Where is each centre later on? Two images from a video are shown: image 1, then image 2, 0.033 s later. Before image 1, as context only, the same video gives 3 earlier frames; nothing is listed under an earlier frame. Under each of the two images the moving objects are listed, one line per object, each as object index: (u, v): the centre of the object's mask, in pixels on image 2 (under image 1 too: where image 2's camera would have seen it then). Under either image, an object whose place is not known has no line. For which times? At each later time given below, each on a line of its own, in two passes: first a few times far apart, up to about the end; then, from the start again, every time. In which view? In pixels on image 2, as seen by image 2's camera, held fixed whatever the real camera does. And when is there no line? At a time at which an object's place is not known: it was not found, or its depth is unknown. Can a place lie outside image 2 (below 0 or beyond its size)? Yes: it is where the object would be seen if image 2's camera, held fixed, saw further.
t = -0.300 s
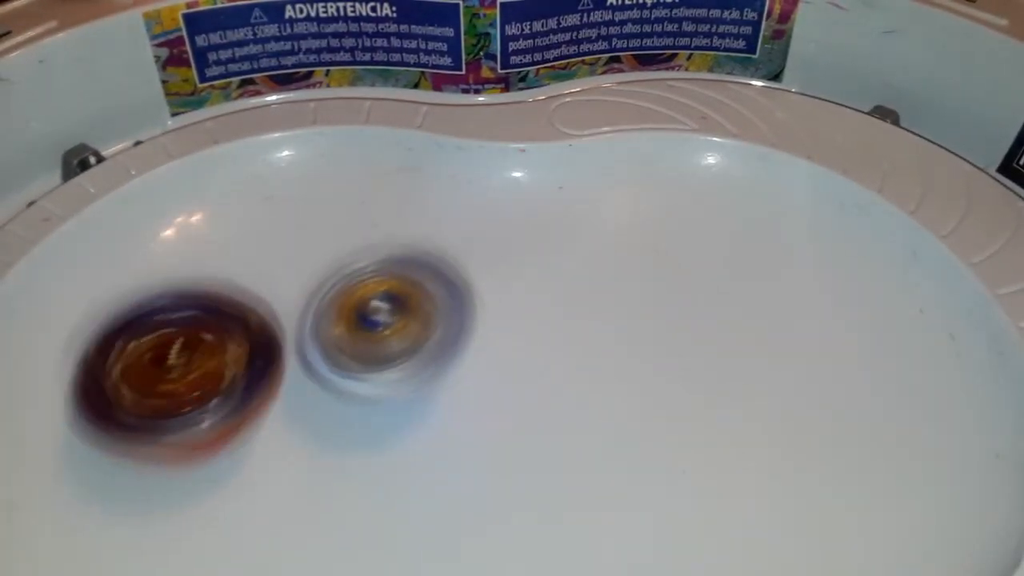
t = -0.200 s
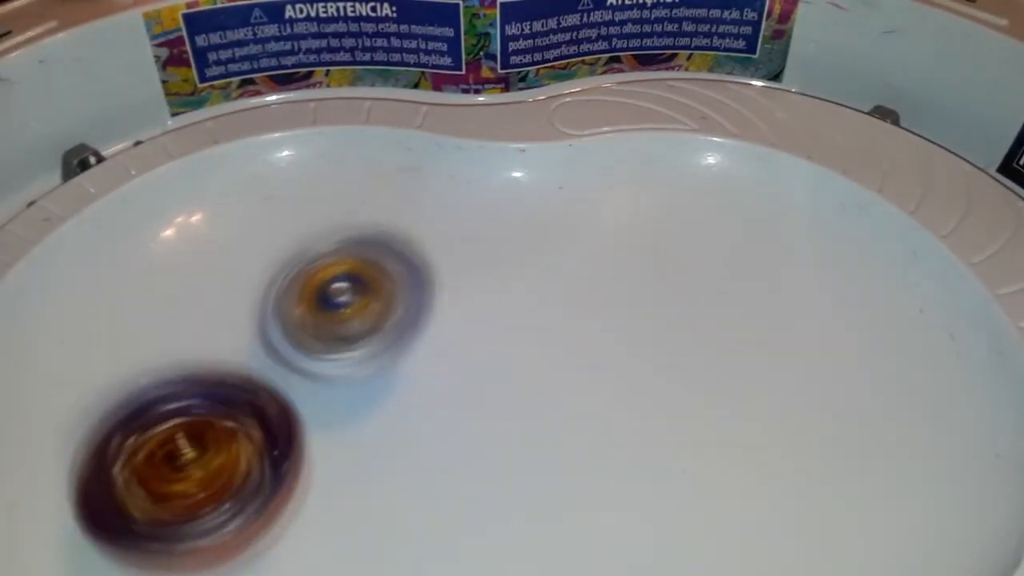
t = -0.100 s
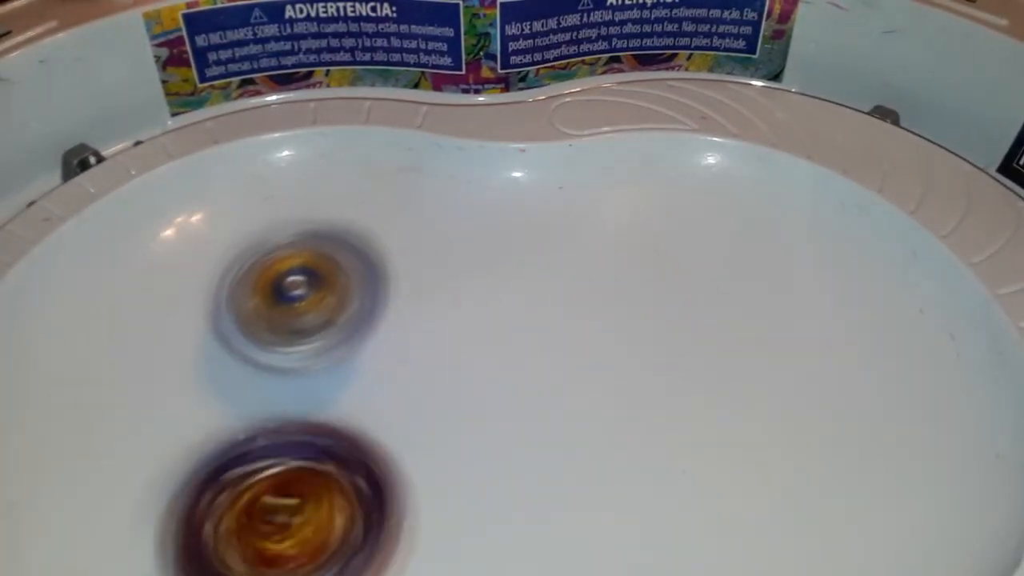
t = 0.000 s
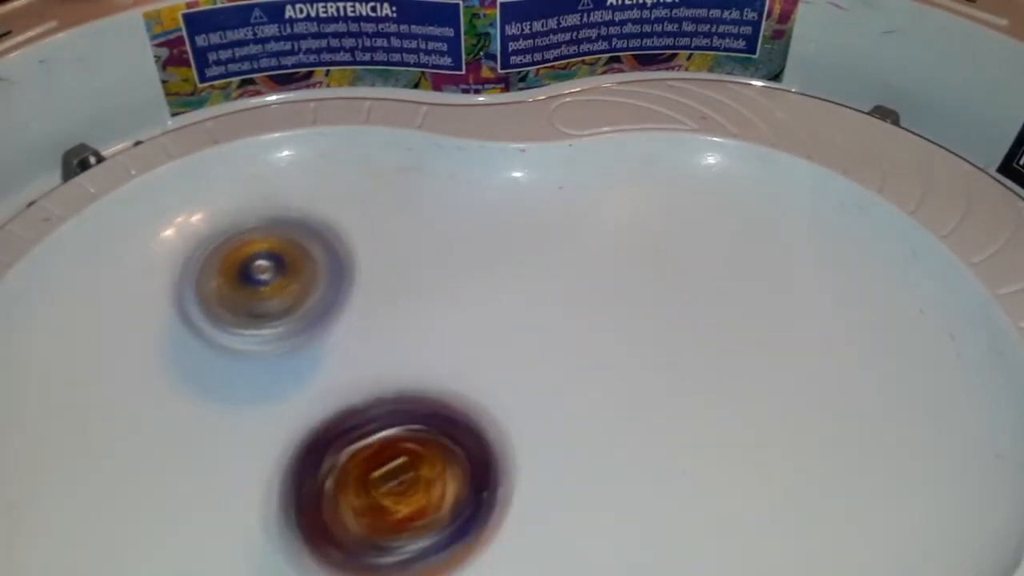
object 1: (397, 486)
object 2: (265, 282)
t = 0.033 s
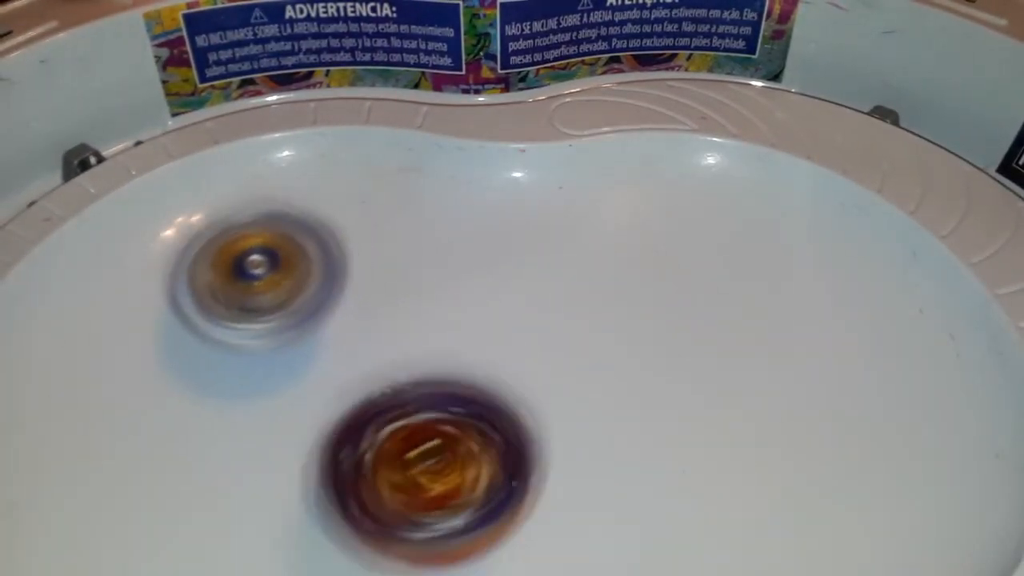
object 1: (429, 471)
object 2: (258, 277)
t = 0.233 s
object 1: (557, 376)
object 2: (260, 283)
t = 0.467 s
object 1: (530, 290)
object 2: (277, 398)
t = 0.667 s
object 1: (420, 284)
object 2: (246, 497)
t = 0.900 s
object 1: (291, 337)
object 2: (240, 508)
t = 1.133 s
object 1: (263, 365)
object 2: (255, 535)
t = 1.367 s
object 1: (246, 242)
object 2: (318, 541)
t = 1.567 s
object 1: (255, 271)
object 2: (405, 431)
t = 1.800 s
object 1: (303, 321)
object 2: (724, 238)
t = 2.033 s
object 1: (388, 370)
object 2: (910, 371)
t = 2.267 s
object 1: (384, 417)
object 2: (625, 426)
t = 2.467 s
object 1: (222, 414)
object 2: (517, 388)
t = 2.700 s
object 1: (142, 446)
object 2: (405, 348)
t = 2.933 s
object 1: (189, 476)
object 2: (396, 283)
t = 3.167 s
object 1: (317, 401)
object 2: (481, 243)
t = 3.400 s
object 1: (248, 337)
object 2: (640, 295)
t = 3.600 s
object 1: (192, 376)
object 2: (770, 352)
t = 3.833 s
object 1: (302, 408)
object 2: (820, 423)
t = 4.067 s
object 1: (428, 354)
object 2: (705, 404)
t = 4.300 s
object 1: (360, 316)
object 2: (695, 342)
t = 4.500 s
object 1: (217, 325)
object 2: (729, 298)
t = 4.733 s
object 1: (187, 426)
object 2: (746, 294)
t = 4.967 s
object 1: (356, 432)
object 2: (704, 340)
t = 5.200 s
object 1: (406, 372)
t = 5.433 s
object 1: (241, 317)
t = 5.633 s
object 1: (159, 341)
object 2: (776, 354)
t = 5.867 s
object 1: (272, 400)
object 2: (671, 285)
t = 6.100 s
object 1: (444, 382)
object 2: (605, 283)
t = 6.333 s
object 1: (466, 412)
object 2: (678, 298)
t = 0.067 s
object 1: (462, 454)
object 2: (254, 273)
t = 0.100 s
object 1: (491, 439)
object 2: (252, 269)
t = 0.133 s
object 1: (514, 422)
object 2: (252, 268)
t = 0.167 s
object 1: (533, 407)
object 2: (254, 270)
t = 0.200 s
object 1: (547, 391)
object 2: (257, 275)
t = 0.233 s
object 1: (557, 376)
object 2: (260, 283)
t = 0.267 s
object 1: (563, 360)
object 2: (265, 293)
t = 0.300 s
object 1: (565, 345)
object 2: (270, 307)
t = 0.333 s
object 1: (563, 332)
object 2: (274, 320)
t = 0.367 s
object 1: (558, 319)
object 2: (276, 339)
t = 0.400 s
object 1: (552, 307)
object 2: (278, 357)
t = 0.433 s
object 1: (542, 298)
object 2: (277, 377)
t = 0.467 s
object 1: (530, 290)
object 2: (277, 398)
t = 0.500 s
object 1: (515, 284)
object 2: (274, 418)
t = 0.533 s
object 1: (498, 279)
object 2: (271, 437)
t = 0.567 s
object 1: (480, 277)
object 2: (267, 456)
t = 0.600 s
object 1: (460, 277)
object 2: (259, 474)
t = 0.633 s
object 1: (440, 280)
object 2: (253, 490)
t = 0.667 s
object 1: (420, 284)
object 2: (246, 497)
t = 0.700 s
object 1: (400, 289)
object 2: (240, 504)
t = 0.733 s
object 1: (380, 295)
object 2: (234, 507)
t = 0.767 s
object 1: (360, 301)
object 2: (230, 510)
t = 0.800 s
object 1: (339, 309)
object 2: (229, 510)
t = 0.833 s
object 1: (321, 320)
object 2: (231, 507)
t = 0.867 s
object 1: (304, 331)
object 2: (238, 503)
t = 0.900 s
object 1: (291, 337)
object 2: (240, 508)
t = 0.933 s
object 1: (285, 335)
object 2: (242, 519)
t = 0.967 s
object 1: (277, 338)
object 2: (242, 526)
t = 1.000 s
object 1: (268, 345)
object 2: (241, 530)
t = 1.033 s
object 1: (261, 353)
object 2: (241, 531)
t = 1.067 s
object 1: (258, 364)
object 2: (244, 531)
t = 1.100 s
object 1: (258, 375)
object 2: (247, 530)
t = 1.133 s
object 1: (263, 365)
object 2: (255, 535)
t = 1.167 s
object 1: (264, 339)
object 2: (268, 543)
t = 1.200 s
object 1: (265, 313)
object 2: (277, 551)
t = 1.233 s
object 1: (263, 292)
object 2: (288, 554)
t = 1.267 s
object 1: (260, 276)
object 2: (292, 554)
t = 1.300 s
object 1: (255, 261)
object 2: (302, 552)
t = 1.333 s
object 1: (251, 249)
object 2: (310, 547)
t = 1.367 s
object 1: (246, 242)
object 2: (318, 541)
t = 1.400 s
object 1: (241, 238)
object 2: (328, 533)
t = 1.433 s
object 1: (236, 237)
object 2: (339, 520)
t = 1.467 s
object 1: (235, 240)
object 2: (353, 507)
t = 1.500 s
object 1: (237, 247)
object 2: (368, 492)
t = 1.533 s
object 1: (244, 258)
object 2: (388, 464)
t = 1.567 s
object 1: (255, 271)
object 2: (405, 431)
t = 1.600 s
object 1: (271, 281)
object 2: (429, 393)
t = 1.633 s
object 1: (287, 292)
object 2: (454, 358)
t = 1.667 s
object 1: (283, 294)
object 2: (509, 331)
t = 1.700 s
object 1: (282, 297)
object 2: (567, 309)
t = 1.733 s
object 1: (286, 302)
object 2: (622, 284)
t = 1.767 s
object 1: (292, 312)
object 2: (673, 263)
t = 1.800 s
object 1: (303, 321)
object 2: (724, 238)
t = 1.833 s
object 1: (314, 329)
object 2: (781, 216)
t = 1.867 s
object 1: (326, 337)
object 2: (840, 199)
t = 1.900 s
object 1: (339, 343)
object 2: (881, 197)
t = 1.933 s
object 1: (348, 347)
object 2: (917, 218)
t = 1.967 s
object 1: (361, 355)
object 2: (931, 258)
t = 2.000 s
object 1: (375, 361)
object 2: (934, 315)
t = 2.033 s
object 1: (388, 370)
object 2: (910, 371)
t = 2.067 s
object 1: (405, 380)
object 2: (872, 410)
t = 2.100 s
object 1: (420, 388)
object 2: (816, 433)
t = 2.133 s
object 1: (432, 397)
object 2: (758, 444)
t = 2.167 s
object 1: (450, 405)
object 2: (681, 438)
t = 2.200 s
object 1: (439, 412)
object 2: (655, 432)
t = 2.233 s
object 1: (411, 418)
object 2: (644, 428)
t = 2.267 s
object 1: (384, 417)
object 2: (625, 426)
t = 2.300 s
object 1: (355, 418)
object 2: (609, 419)
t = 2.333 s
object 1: (330, 417)
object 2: (588, 414)
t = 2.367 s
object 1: (305, 414)
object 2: (570, 409)
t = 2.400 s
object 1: (279, 412)
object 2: (555, 401)
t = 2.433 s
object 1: (251, 413)
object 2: (534, 395)
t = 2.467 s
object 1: (222, 414)
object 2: (517, 388)
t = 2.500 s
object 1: (196, 418)
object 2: (503, 379)
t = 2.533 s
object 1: (174, 420)
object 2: (485, 372)
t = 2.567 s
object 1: (161, 425)
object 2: (469, 365)
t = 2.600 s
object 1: (147, 430)
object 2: (454, 361)
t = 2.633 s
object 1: (137, 436)
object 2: (439, 356)
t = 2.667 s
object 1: (137, 443)
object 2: (422, 351)
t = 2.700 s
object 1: (142, 446)
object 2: (405, 348)
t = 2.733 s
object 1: (156, 448)
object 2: (388, 348)
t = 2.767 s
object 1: (171, 446)
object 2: (375, 348)
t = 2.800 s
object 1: (179, 451)
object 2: (362, 344)
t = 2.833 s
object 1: (178, 458)
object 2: (359, 335)
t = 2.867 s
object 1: (177, 465)
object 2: (370, 316)
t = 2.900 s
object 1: (178, 471)
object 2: (382, 299)
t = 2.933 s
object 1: (189, 476)
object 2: (396, 283)
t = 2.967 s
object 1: (204, 476)
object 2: (407, 269)
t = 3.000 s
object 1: (225, 472)
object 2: (420, 257)
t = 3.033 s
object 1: (242, 461)
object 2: (432, 250)
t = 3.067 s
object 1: (262, 454)
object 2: (446, 244)
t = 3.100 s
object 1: (284, 438)
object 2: (458, 242)
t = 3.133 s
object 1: (302, 420)
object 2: (468, 242)
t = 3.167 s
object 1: (317, 401)
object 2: (481, 243)
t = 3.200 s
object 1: (332, 382)
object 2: (491, 251)
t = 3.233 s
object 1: (344, 361)
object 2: (503, 261)
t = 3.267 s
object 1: (331, 346)
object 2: (526, 267)
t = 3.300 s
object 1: (309, 341)
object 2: (555, 270)
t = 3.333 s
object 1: (291, 338)
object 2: (583, 277)
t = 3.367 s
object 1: (267, 335)
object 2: (612, 285)
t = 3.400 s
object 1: (248, 337)
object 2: (640, 295)
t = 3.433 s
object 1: (232, 339)
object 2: (665, 305)
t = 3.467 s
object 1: (218, 344)
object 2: (685, 313)
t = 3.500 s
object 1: (204, 351)
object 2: (706, 323)
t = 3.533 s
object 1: (197, 360)
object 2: (726, 331)
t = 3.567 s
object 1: (195, 366)
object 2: (750, 341)
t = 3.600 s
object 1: (192, 376)
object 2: (770, 352)
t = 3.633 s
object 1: (198, 385)
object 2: (789, 363)
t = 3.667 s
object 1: (210, 395)
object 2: (804, 375)
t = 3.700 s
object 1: (220, 401)
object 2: (814, 385)
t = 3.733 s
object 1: (238, 407)
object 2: (824, 396)
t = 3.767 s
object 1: (260, 412)
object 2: (827, 406)
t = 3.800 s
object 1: (280, 410)
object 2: (827, 415)
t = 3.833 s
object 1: (302, 408)
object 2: (820, 423)
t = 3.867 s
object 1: (328, 404)
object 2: (808, 430)
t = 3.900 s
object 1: (347, 392)
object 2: (797, 434)
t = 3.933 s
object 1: (367, 384)
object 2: (781, 432)
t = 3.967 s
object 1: (386, 375)
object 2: (765, 427)
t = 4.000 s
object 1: (401, 364)
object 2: (747, 420)
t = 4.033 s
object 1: (415, 360)
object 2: (726, 412)
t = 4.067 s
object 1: (428, 354)
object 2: (705, 404)
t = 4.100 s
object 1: (439, 349)
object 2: (687, 392)
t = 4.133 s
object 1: (447, 346)
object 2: (666, 383)
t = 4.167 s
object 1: (453, 342)
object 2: (657, 371)
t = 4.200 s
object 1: (429, 333)
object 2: (672, 365)
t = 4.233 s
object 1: (404, 329)
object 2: (680, 357)
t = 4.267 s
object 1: (386, 323)
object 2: (689, 350)
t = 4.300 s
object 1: (360, 316)
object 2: (695, 342)
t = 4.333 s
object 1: (333, 310)
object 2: (702, 334)
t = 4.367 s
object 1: (312, 309)
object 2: (707, 326)
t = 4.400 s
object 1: (287, 309)
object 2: (715, 318)
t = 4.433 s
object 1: (261, 311)
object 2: (719, 311)
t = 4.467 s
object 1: (241, 317)
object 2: (725, 304)
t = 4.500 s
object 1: (217, 325)
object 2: (729, 298)
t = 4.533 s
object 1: (199, 335)
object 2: (734, 293)
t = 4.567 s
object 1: (185, 346)
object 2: (738, 290)
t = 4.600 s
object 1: (172, 361)
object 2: (743, 288)
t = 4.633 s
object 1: (168, 379)
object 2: (745, 288)
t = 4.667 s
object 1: (167, 391)
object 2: (747, 288)
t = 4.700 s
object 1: (173, 408)
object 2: (748, 292)
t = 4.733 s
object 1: (187, 426)
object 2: (746, 294)
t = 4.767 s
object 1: (201, 434)
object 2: (743, 301)
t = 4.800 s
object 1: (223, 444)
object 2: (739, 304)
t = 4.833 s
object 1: (251, 450)
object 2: (734, 312)
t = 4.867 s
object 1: (276, 451)
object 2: (727, 317)
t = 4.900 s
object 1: (305, 449)
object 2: (719, 326)
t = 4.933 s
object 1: (331, 440)
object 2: (712, 331)
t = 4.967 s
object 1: (356, 432)
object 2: (704, 340)
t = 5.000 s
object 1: (386, 421)
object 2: (694, 347)
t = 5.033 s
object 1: (408, 408)
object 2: (686, 359)
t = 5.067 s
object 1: (426, 403)
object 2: (674, 369)
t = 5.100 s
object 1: (449, 396)
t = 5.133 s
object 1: (449, 384)
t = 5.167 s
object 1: (430, 381)
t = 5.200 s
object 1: (406, 372)
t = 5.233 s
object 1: (380, 364)
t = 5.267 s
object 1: (360, 354)
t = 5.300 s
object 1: (335, 343)
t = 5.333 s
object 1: (314, 332)
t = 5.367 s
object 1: (286, 323)
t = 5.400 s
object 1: (264, 322)
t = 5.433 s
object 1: (241, 317)
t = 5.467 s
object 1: (217, 316)
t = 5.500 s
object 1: (200, 316)
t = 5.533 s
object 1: (183, 319)
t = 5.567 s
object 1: (171, 326)
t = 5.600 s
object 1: (163, 332)
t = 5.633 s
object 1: (159, 341)
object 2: (776, 354)
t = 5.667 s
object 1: (164, 353)
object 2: (762, 346)
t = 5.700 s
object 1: (170, 362)
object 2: (746, 334)
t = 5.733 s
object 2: (731, 325)
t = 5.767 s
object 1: (197, 379)
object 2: (714, 316)
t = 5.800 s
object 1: (218, 389)
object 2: (700, 306)
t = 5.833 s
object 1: (245, 394)
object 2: (687, 292)
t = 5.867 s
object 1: (272, 400)
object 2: (671, 285)
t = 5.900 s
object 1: (299, 402)
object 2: (661, 278)
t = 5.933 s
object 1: (325, 396)
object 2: (647, 276)
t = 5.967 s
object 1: (351, 394)
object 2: (639, 275)
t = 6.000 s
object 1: (377, 386)
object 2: (626, 275)
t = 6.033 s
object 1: (402, 383)
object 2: (618, 276)
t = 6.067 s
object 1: (430, 383)
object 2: (610, 278)
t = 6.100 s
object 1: (444, 382)
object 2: (605, 283)
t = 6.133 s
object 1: (444, 390)
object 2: (615, 287)
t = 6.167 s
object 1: (445, 393)
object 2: (626, 286)
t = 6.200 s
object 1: (451, 401)
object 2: (637, 287)
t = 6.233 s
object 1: (455, 403)
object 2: (646, 289)
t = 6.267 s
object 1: (459, 408)
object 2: (656, 290)
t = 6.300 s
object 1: (464, 409)
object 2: (669, 293)
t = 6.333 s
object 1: (466, 412)
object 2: (678, 298)
